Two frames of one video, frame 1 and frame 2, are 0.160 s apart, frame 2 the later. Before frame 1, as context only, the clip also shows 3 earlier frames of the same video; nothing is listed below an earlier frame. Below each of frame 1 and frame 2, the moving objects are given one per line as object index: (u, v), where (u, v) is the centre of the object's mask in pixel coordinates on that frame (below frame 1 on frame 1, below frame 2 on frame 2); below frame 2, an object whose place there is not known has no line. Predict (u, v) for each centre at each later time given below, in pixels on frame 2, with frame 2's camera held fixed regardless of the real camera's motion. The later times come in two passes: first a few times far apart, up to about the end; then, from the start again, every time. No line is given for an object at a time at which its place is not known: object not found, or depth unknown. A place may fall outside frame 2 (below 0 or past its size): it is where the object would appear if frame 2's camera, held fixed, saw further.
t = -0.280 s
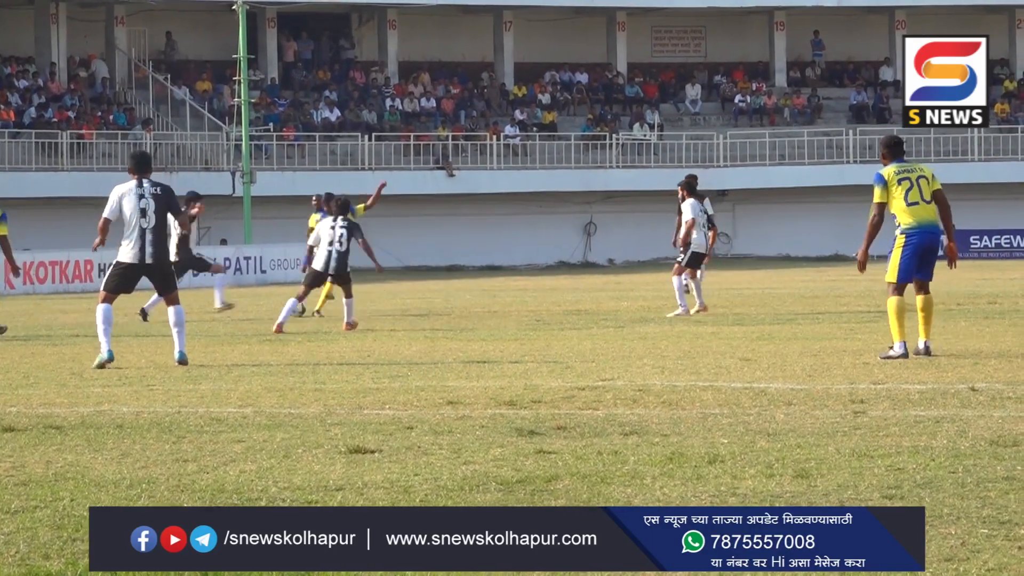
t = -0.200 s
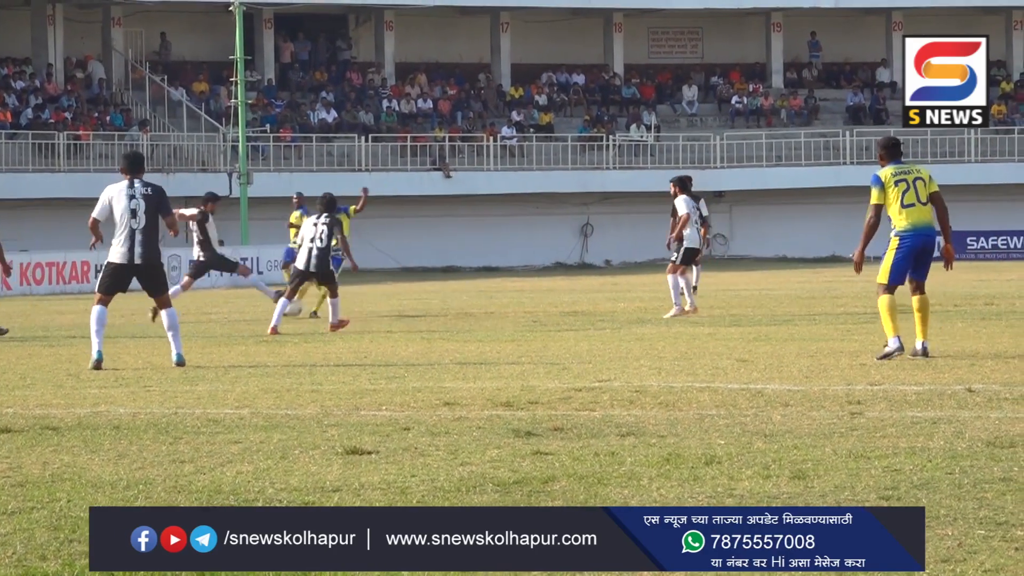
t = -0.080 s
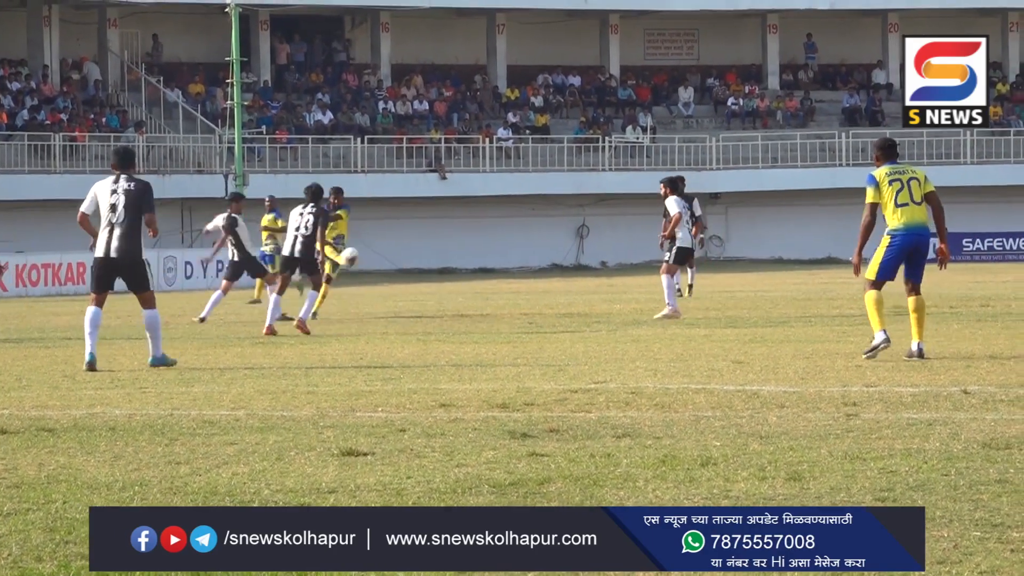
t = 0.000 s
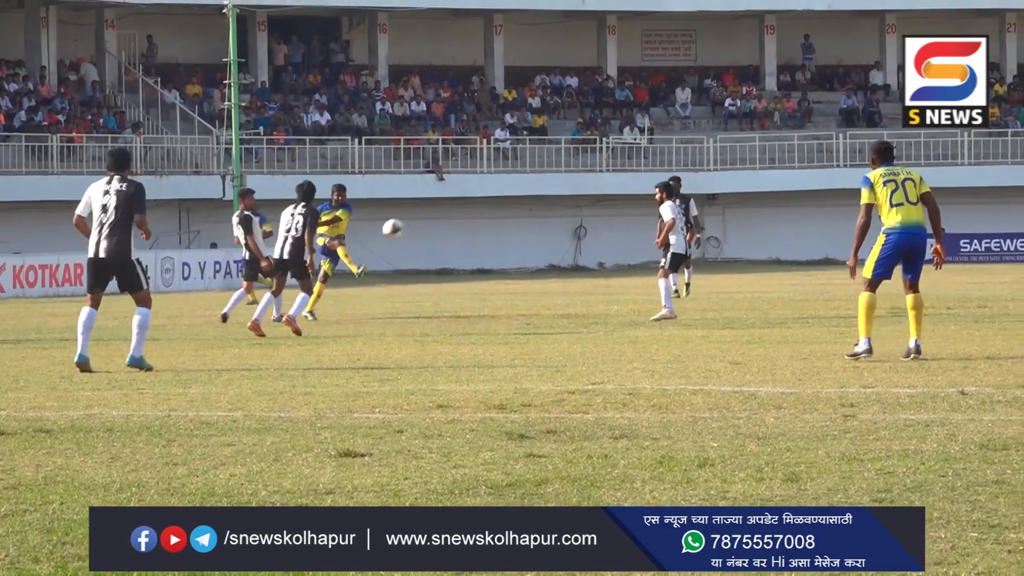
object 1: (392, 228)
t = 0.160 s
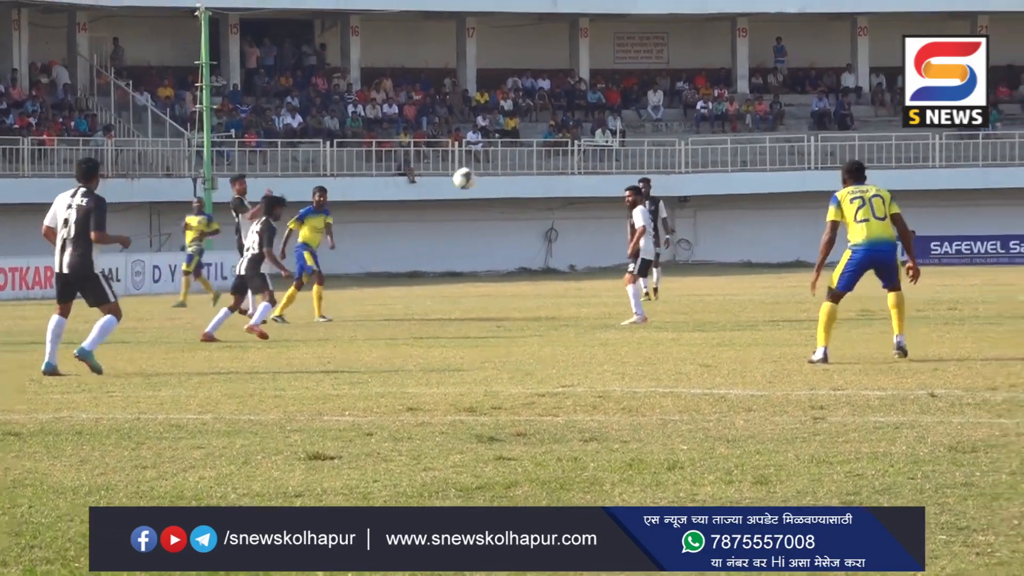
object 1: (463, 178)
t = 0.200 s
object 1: (490, 167)
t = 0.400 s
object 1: (631, 123)
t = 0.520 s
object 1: (724, 108)
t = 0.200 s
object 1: (490, 167)
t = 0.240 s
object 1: (518, 157)
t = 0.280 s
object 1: (545, 146)
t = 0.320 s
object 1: (573, 137)
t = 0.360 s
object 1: (603, 130)
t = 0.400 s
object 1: (631, 123)
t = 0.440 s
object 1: (662, 118)
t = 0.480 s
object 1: (693, 113)
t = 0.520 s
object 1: (724, 108)
